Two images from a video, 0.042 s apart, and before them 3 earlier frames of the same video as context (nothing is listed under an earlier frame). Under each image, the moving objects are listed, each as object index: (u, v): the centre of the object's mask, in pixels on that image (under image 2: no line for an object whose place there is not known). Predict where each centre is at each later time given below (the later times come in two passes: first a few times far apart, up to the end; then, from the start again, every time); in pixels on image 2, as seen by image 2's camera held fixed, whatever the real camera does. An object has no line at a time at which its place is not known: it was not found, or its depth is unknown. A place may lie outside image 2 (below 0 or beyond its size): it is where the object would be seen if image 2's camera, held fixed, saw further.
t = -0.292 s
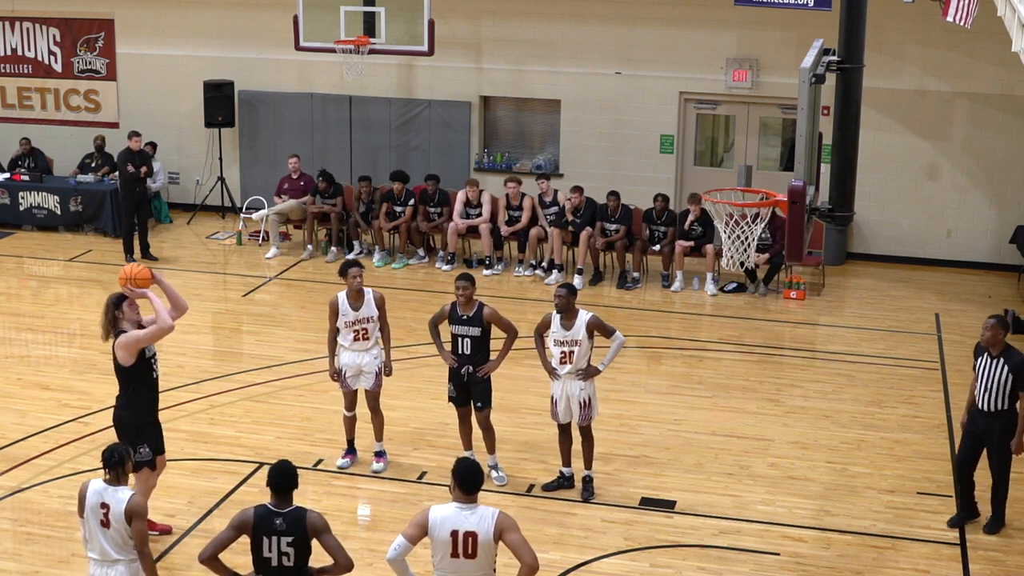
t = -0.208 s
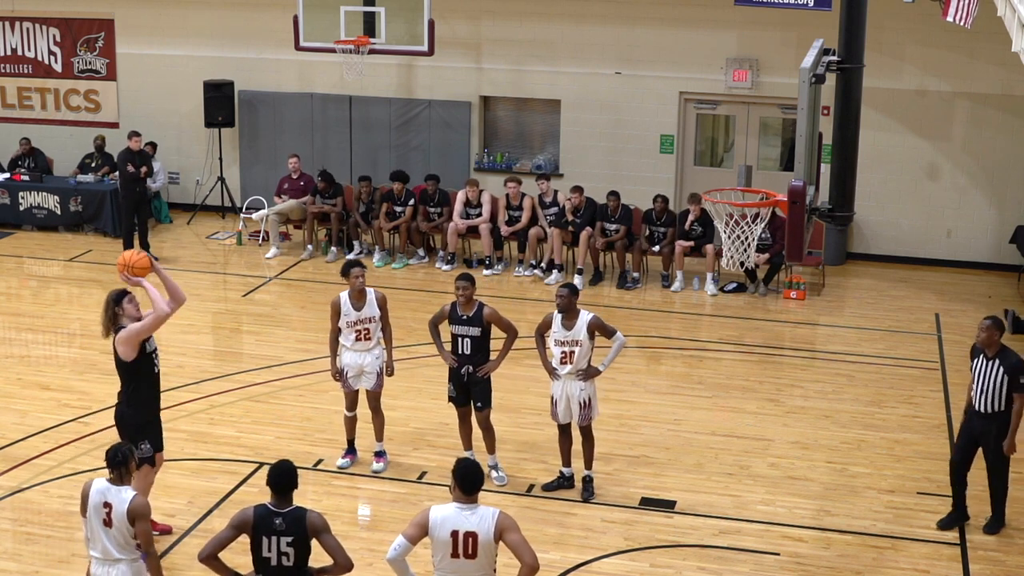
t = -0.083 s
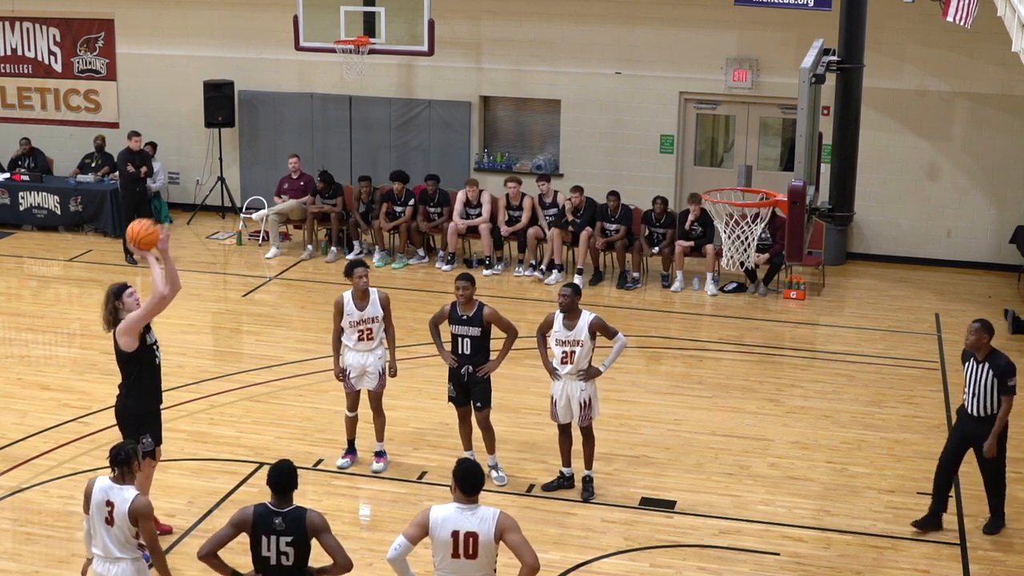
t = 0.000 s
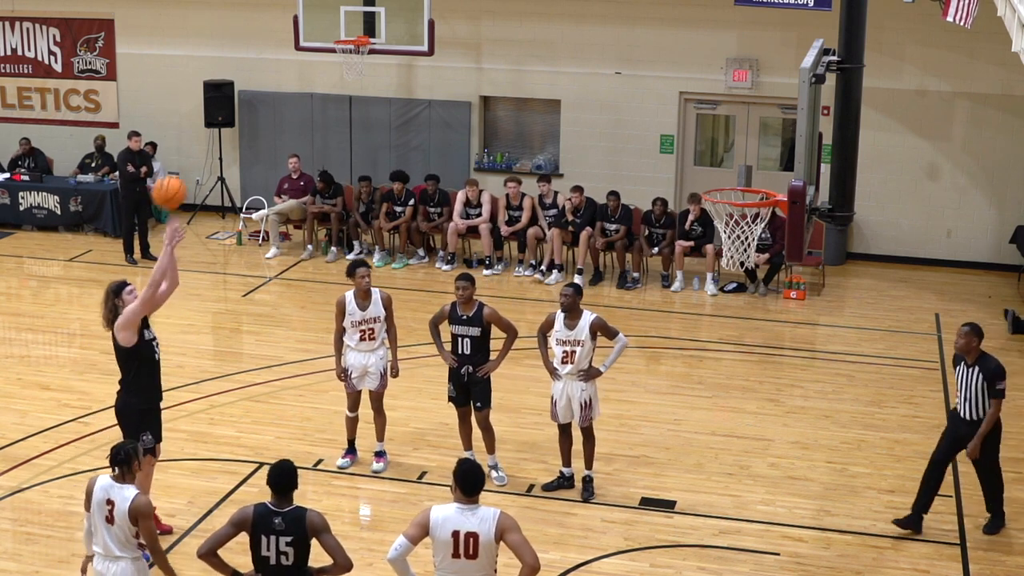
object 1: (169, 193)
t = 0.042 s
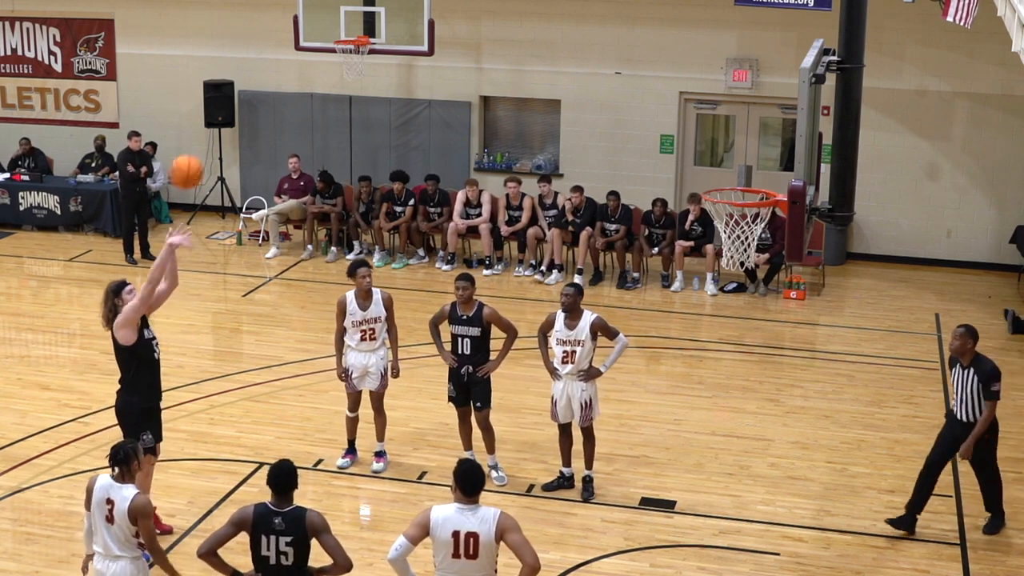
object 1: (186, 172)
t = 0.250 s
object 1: (292, 79)
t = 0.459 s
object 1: (401, 37)
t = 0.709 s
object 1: (539, 57)
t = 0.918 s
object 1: (653, 134)
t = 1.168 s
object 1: (684, 153)
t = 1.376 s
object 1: (663, 170)
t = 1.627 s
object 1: (636, 260)
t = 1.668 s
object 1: (632, 284)
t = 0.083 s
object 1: (207, 149)
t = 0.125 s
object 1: (229, 127)
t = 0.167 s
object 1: (246, 112)
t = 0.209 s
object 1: (269, 95)
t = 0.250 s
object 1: (292, 79)
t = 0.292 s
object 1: (310, 68)
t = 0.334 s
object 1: (334, 57)
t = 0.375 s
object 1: (357, 48)
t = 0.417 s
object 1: (376, 42)
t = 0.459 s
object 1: (401, 37)
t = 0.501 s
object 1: (425, 34)
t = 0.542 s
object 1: (444, 35)
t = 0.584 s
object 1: (469, 37)
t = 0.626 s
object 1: (493, 42)
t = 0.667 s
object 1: (514, 47)
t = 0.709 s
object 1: (539, 57)
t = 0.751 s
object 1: (563, 68)
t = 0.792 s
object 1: (583, 80)
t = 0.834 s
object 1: (608, 96)
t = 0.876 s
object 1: (633, 116)
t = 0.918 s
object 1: (653, 134)
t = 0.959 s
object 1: (679, 158)
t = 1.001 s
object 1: (697, 179)
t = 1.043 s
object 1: (694, 170)
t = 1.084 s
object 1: (691, 161)
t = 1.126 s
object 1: (687, 155)
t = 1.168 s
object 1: (684, 153)
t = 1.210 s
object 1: (679, 151)
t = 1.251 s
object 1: (676, 153)
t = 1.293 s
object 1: (672, 155)
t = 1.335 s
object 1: (668, 161)
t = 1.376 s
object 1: (663, 170)
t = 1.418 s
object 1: (659, 178)
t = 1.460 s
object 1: (655, 192)
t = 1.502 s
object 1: (650, 208)
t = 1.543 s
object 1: (646, 222)
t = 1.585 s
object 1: (641, 242)
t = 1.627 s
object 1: (636, 260)
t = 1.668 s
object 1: (632, 284)
